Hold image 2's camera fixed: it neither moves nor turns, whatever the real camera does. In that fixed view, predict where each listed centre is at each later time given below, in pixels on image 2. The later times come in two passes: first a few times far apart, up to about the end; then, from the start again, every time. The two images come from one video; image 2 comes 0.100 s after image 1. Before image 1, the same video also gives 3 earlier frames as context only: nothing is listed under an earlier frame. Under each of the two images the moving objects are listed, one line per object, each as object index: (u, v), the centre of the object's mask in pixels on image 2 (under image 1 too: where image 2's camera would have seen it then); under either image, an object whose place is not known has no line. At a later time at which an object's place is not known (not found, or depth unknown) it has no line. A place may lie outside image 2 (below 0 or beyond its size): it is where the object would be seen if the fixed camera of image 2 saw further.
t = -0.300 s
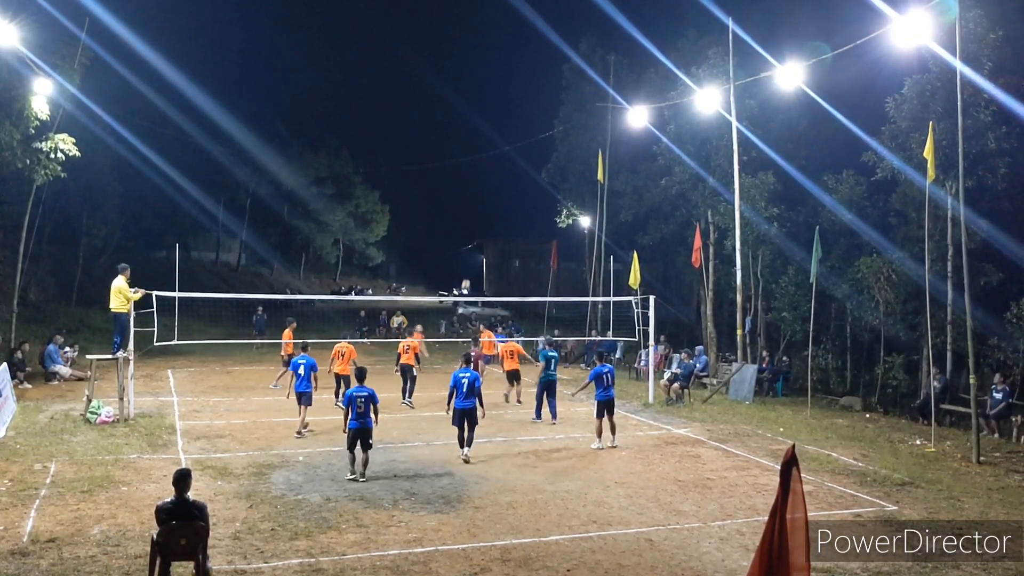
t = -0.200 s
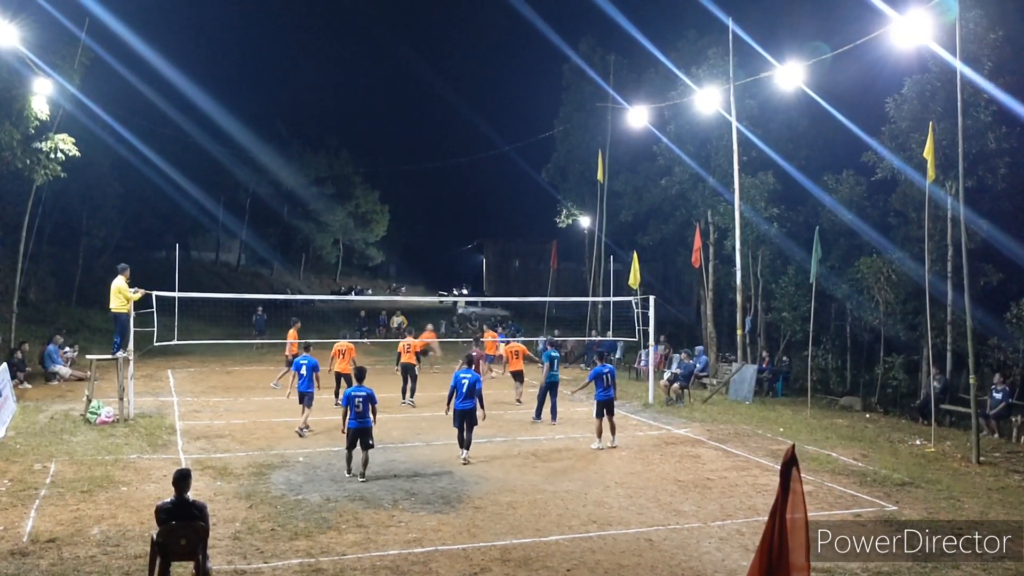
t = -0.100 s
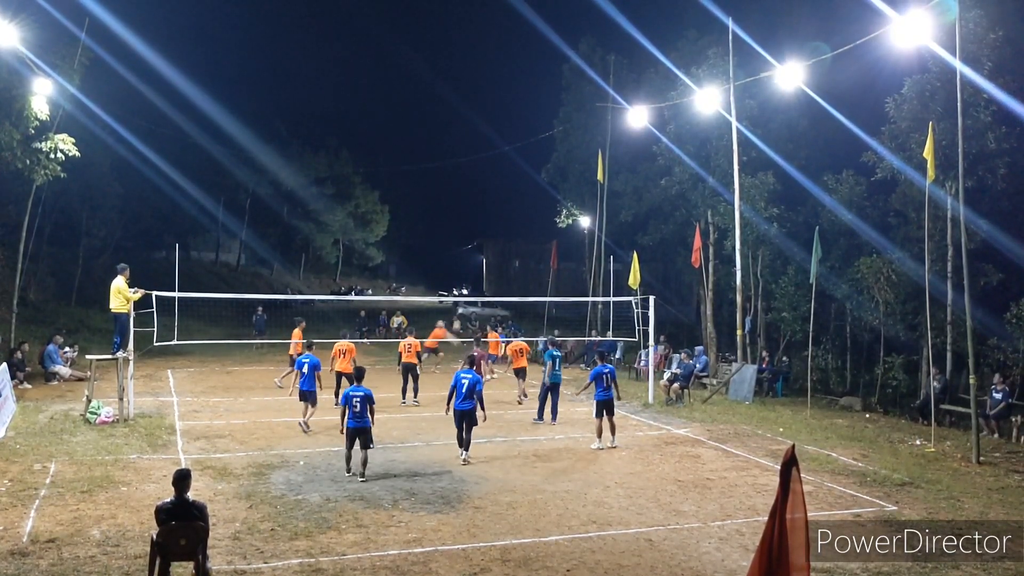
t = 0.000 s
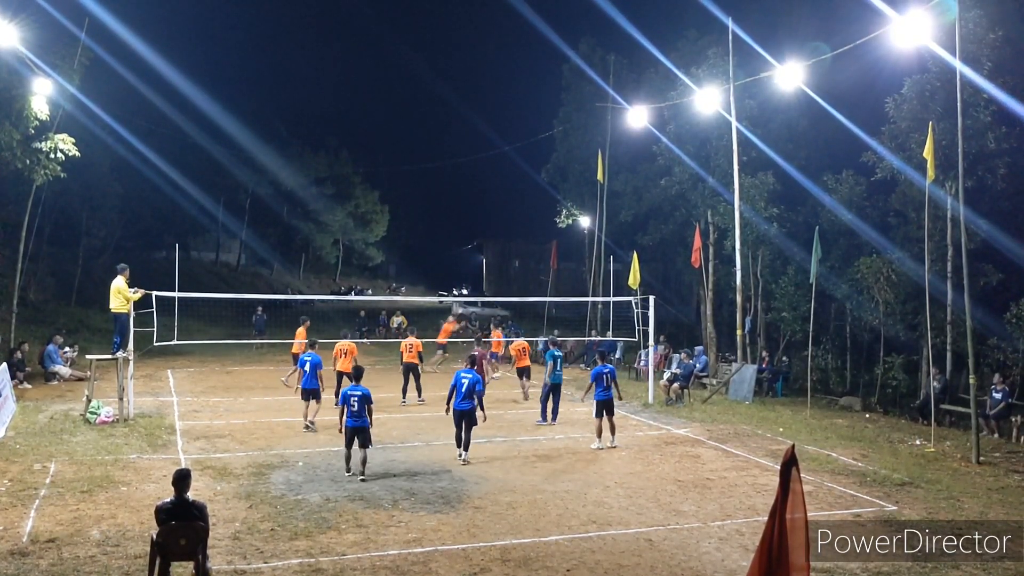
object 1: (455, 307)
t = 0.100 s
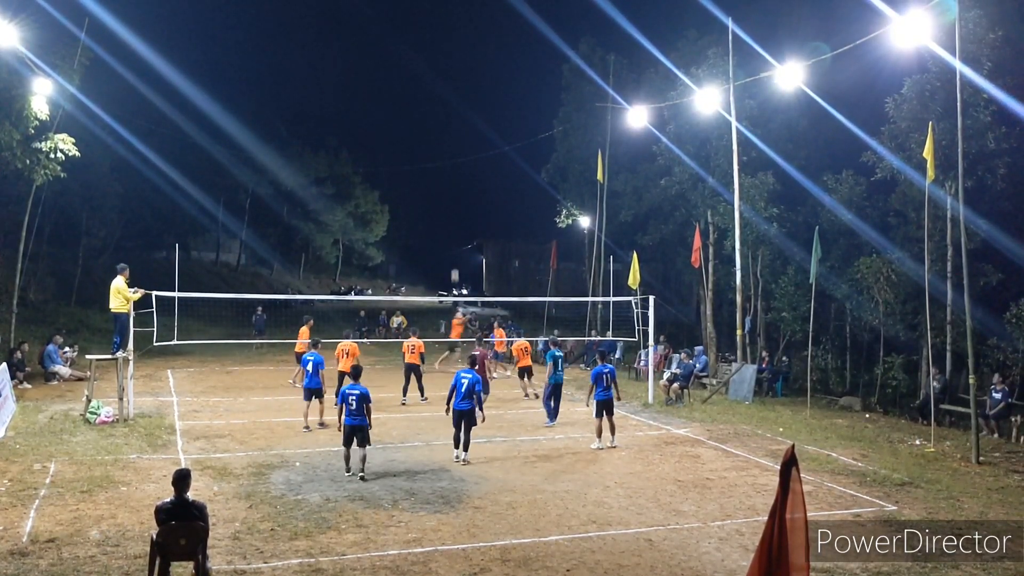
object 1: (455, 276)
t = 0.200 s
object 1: (453, 247)
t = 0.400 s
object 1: (451, 201)
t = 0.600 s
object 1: (448, 169)
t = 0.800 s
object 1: (444, 152)
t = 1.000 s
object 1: (441, 149)
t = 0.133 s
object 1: (454, 265)
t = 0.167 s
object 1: (454, 256)
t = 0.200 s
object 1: (453, 247)
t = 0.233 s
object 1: (453, 238)
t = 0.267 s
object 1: (453, 230)
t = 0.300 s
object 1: (453, 222)
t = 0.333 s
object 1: (452, 215)
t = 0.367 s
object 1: (452, 207)
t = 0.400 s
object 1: (451, 201)
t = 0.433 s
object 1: (451, 195)
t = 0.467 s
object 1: (450, 189)
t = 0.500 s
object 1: (450, 183)
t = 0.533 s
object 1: (449, 178)
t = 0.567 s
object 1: (449, 174)
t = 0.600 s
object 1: (448, 169)
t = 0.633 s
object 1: (447, 166)
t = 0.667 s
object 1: (447, 162)
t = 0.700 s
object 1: (446, 159)
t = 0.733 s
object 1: (446, 156)
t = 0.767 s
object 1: (445, 154)
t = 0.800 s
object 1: (444, 152)
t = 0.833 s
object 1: (444, 151)
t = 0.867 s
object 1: (443, 149)
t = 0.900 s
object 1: (442, 149)
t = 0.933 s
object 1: (442, 149)
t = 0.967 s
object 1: (441, 149)
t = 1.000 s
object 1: (441, 149)
